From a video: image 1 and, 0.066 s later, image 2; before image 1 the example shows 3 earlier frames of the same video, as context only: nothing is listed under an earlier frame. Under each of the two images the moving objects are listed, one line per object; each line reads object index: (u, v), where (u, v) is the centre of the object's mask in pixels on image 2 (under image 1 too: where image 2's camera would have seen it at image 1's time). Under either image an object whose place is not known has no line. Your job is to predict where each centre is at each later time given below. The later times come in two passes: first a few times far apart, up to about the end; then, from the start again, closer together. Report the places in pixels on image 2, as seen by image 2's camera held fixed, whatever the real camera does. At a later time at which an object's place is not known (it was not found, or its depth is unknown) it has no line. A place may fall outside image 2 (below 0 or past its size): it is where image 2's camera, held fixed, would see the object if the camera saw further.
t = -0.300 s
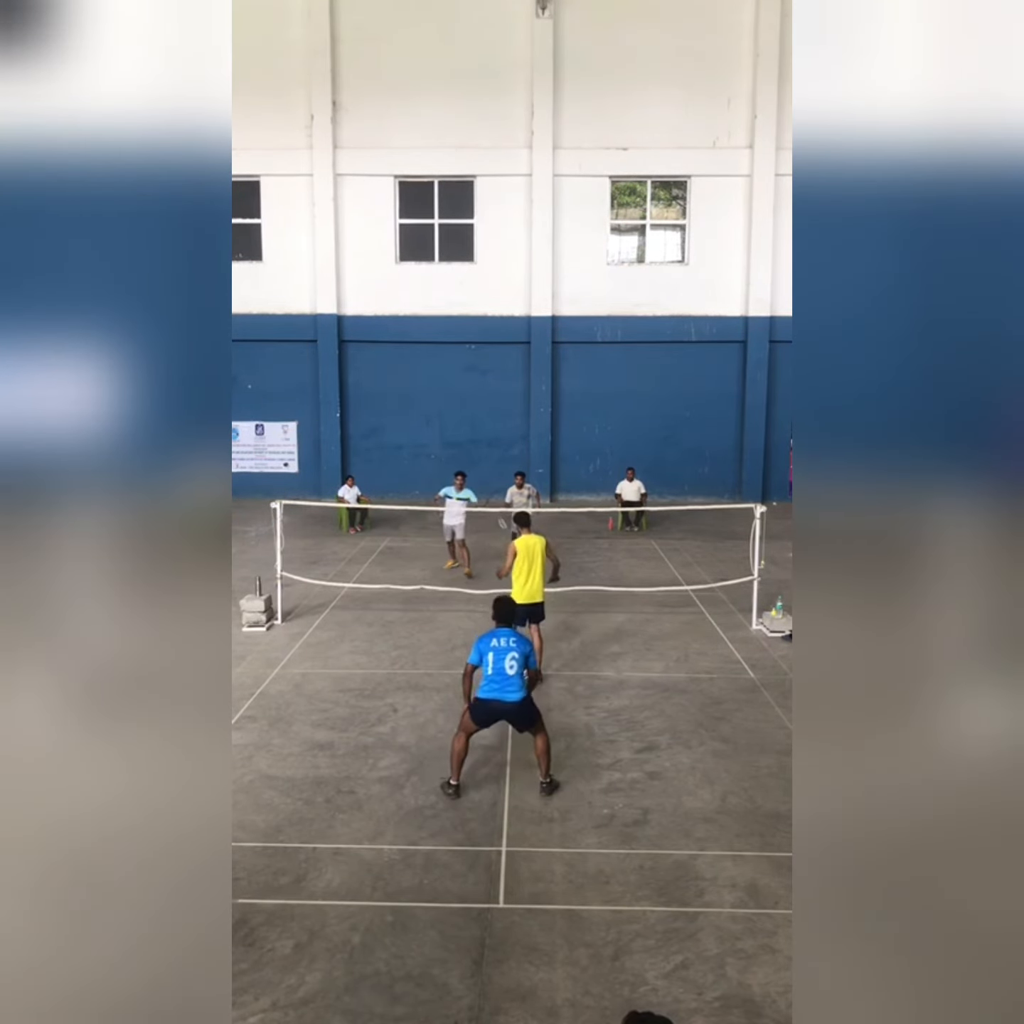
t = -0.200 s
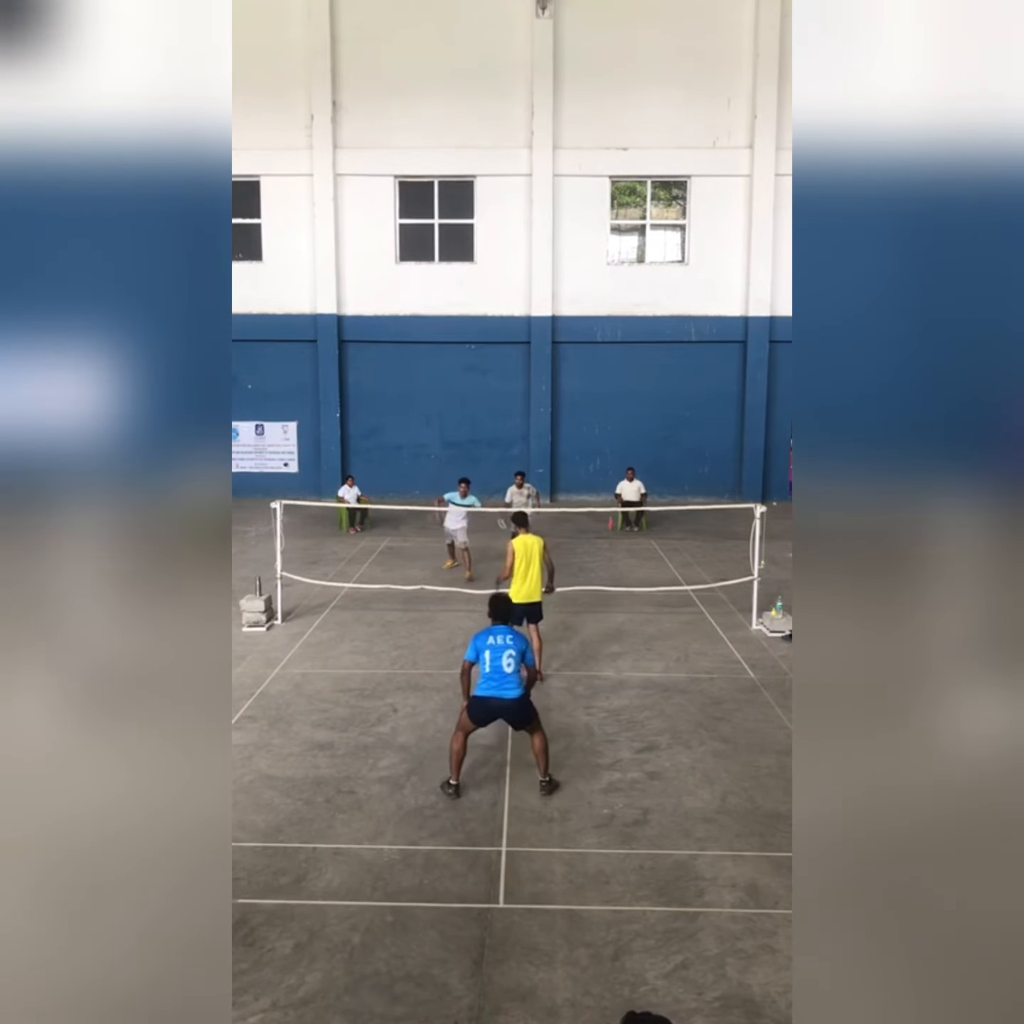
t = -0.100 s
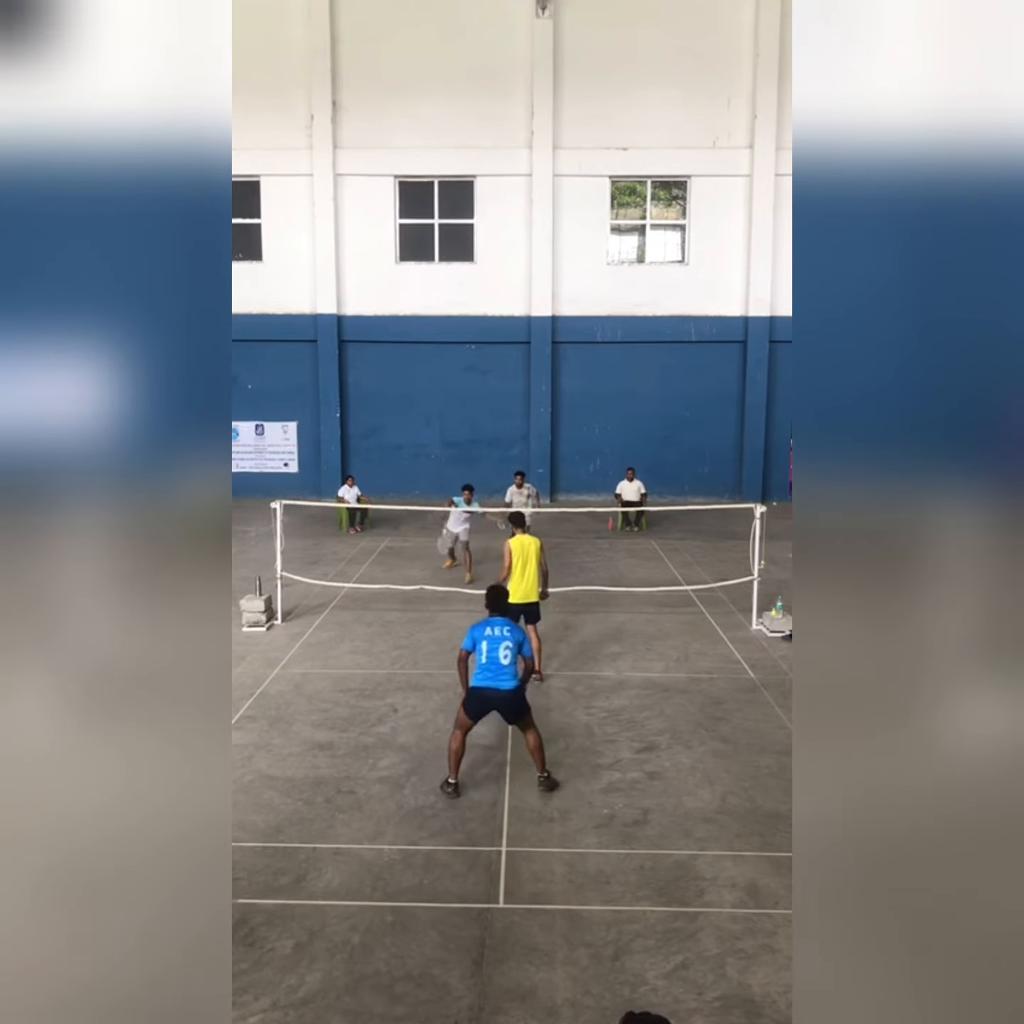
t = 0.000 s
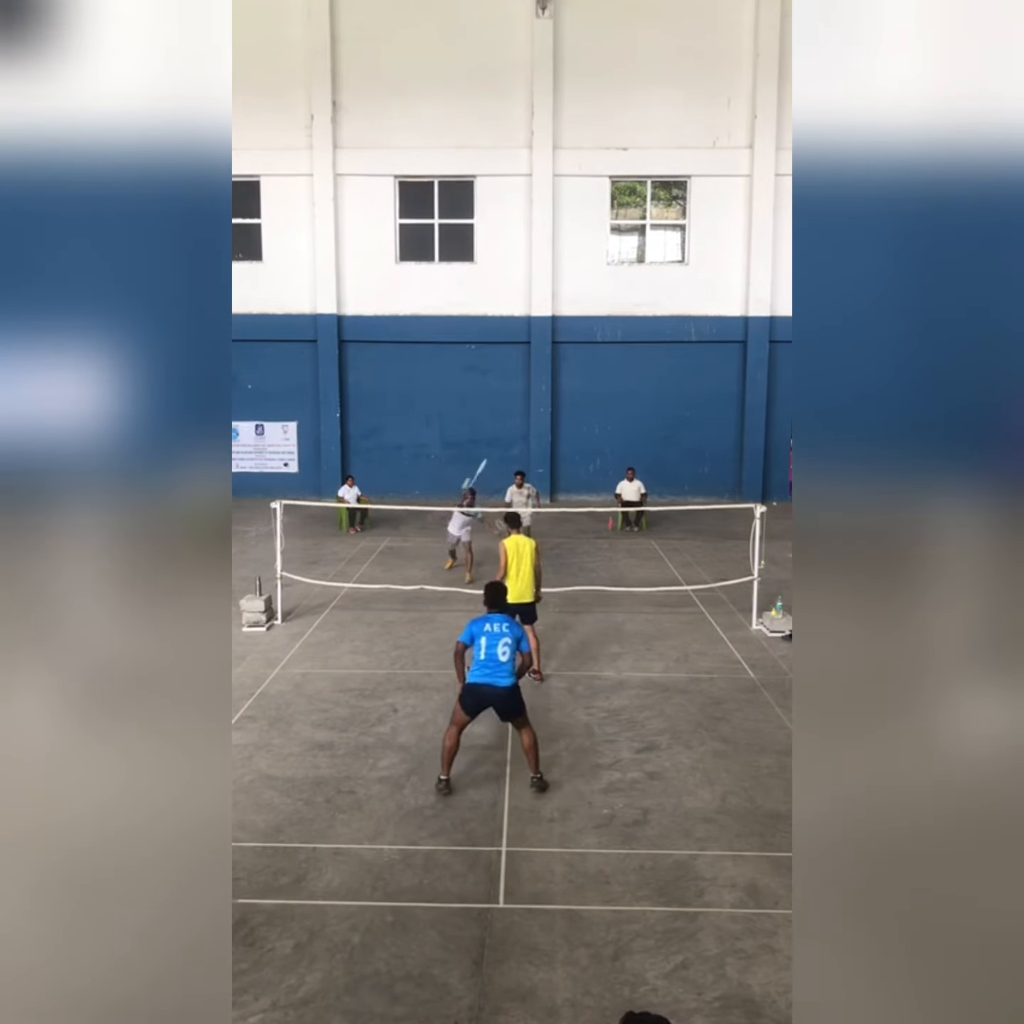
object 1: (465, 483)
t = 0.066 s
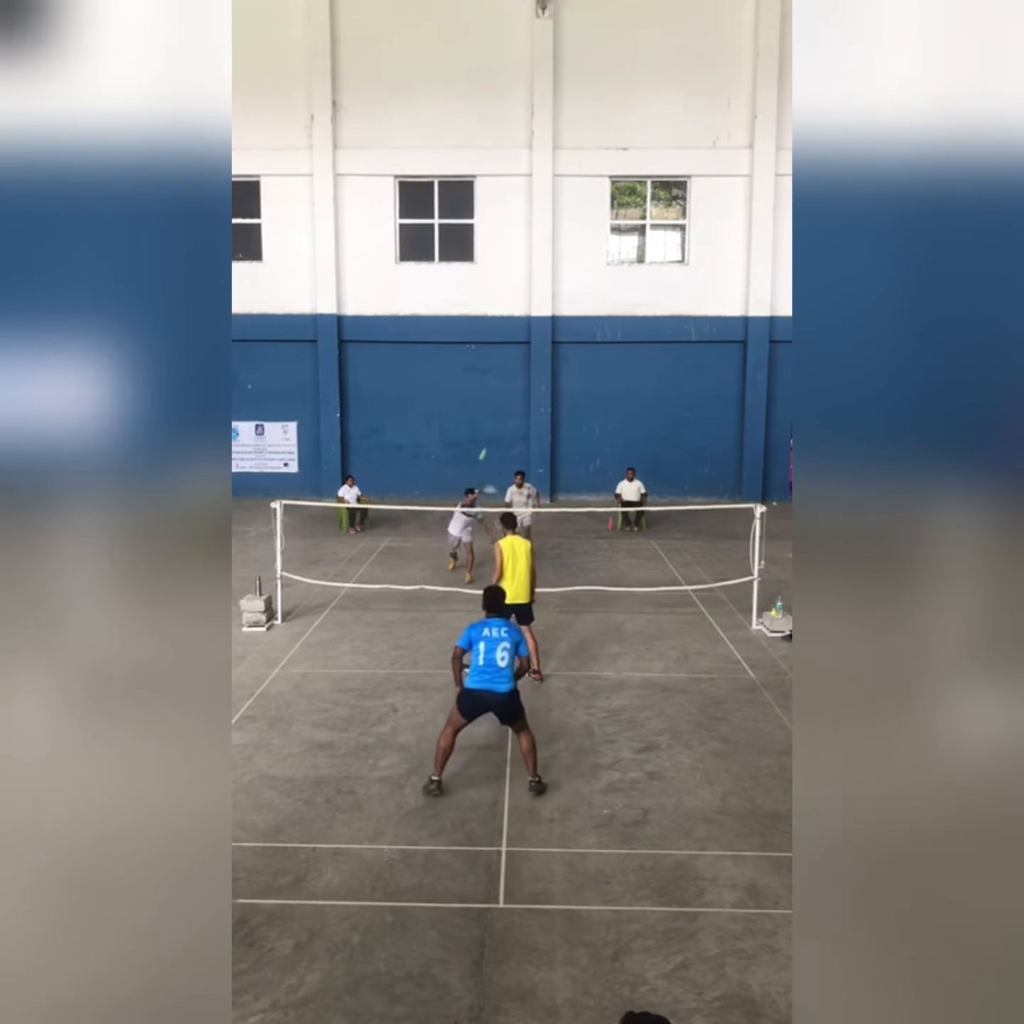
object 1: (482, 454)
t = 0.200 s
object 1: (511, 407)
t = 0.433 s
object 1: (555, 369)
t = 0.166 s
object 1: (504, 417)
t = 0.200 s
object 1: (511, 407)
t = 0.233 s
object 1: (517, 398)
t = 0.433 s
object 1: (555, 369)
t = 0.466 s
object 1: (562, 368)
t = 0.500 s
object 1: (568, 368)
